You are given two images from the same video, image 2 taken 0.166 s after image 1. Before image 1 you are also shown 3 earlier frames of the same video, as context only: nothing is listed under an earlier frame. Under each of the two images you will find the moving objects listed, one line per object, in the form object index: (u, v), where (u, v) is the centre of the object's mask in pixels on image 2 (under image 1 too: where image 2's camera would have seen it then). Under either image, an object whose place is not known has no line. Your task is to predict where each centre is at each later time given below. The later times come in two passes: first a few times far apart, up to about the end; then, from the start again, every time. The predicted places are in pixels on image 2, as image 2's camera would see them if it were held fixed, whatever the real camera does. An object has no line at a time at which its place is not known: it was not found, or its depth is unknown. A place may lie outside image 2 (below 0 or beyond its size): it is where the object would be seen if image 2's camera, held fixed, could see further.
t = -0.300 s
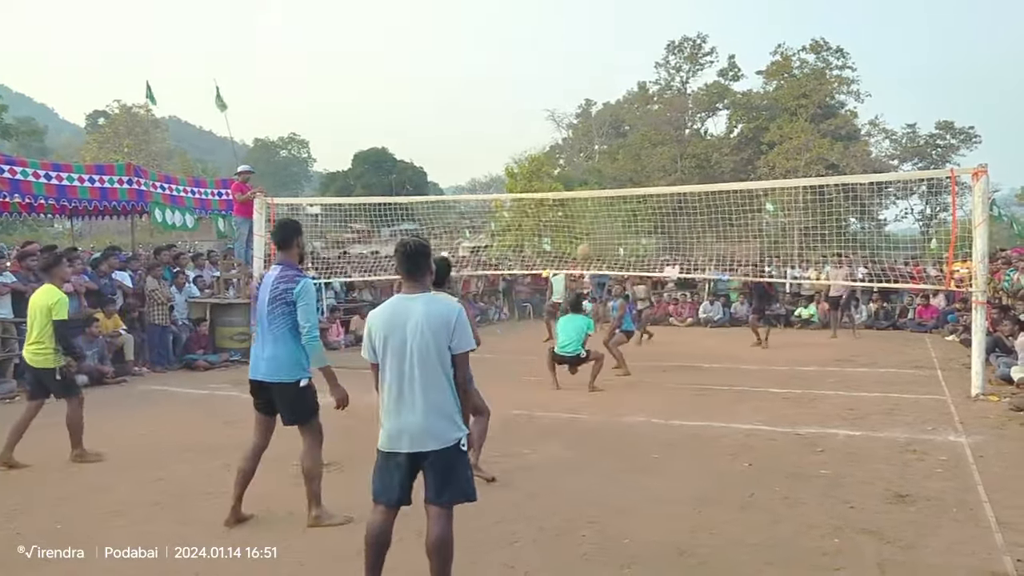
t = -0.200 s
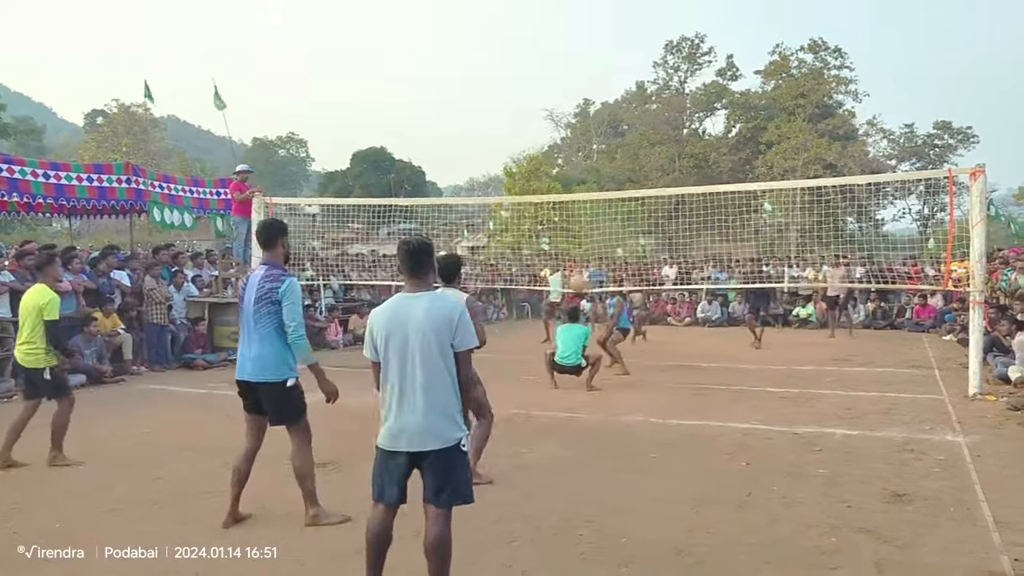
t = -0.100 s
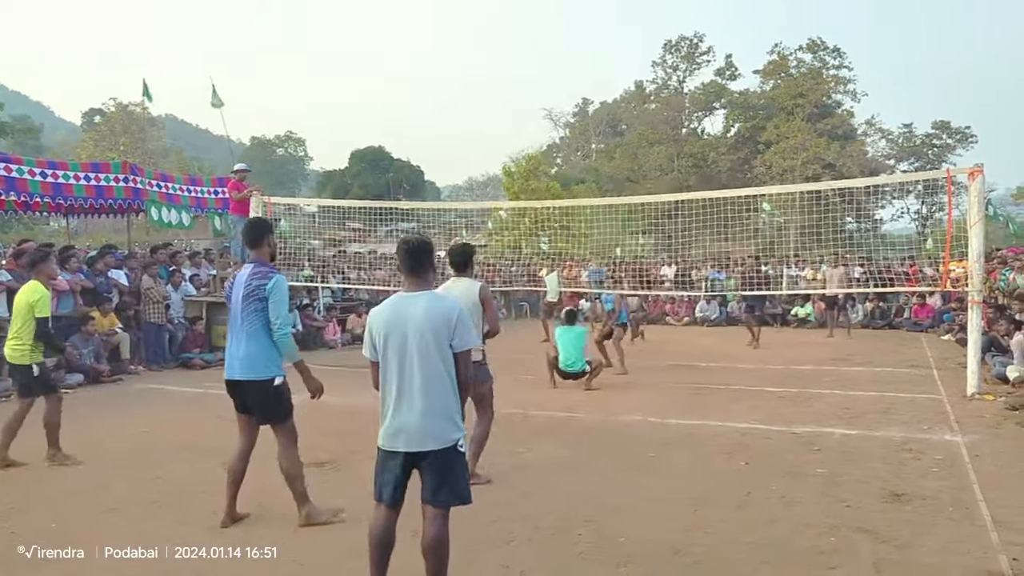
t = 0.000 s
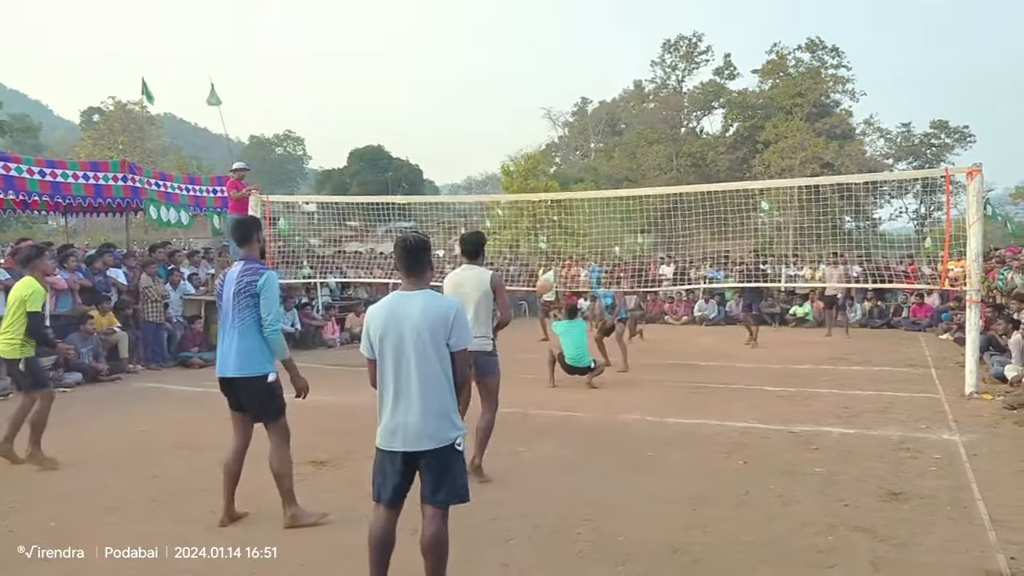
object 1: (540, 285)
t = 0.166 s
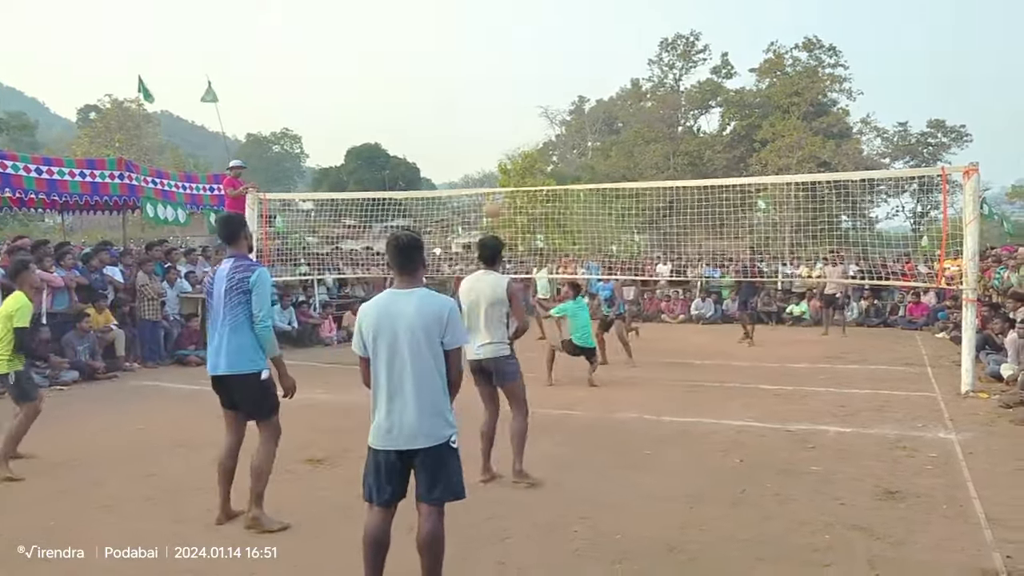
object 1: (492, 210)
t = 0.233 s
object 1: (469, 185)
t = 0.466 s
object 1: (391, 115)
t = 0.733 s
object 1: (284, 90)
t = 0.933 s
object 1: (190, 123)
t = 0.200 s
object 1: (482, 197)
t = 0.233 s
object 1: (469, 185)
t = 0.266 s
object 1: (460, 171)
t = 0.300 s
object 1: (450, 160)
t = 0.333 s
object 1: (438, 149)
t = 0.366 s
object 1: (427, 139)
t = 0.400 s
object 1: (415, 131)
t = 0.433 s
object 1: (403, 122)
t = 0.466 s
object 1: (391, 115)
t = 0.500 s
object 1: (378, 108)
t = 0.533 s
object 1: (366, 102)
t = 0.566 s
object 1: (353, 97)
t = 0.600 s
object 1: (340, 94)
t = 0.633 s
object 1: (326, 92)
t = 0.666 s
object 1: (312, 90)
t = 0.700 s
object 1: (298, 89)
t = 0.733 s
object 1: (284, 90)
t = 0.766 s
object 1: (269, 92)
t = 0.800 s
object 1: (254, 95)
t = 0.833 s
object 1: (239, 101)
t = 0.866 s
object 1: (223, 107)
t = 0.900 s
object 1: (207, 114)
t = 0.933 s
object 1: (190, 123)
